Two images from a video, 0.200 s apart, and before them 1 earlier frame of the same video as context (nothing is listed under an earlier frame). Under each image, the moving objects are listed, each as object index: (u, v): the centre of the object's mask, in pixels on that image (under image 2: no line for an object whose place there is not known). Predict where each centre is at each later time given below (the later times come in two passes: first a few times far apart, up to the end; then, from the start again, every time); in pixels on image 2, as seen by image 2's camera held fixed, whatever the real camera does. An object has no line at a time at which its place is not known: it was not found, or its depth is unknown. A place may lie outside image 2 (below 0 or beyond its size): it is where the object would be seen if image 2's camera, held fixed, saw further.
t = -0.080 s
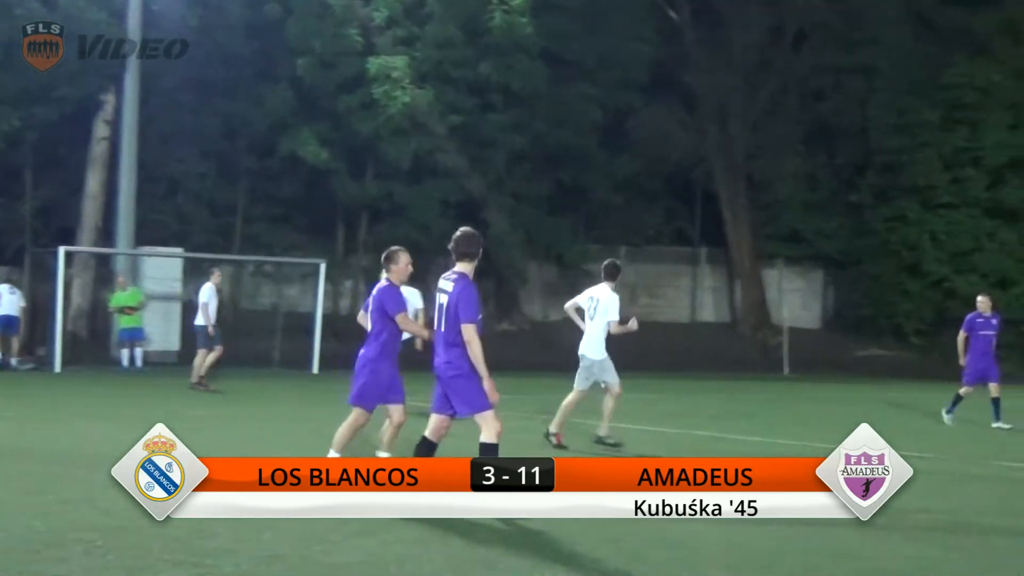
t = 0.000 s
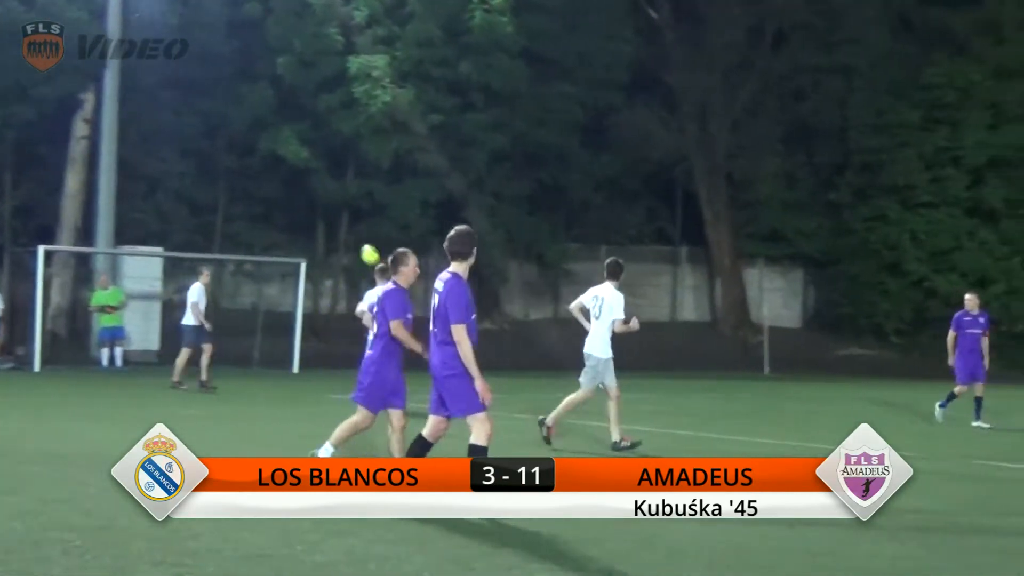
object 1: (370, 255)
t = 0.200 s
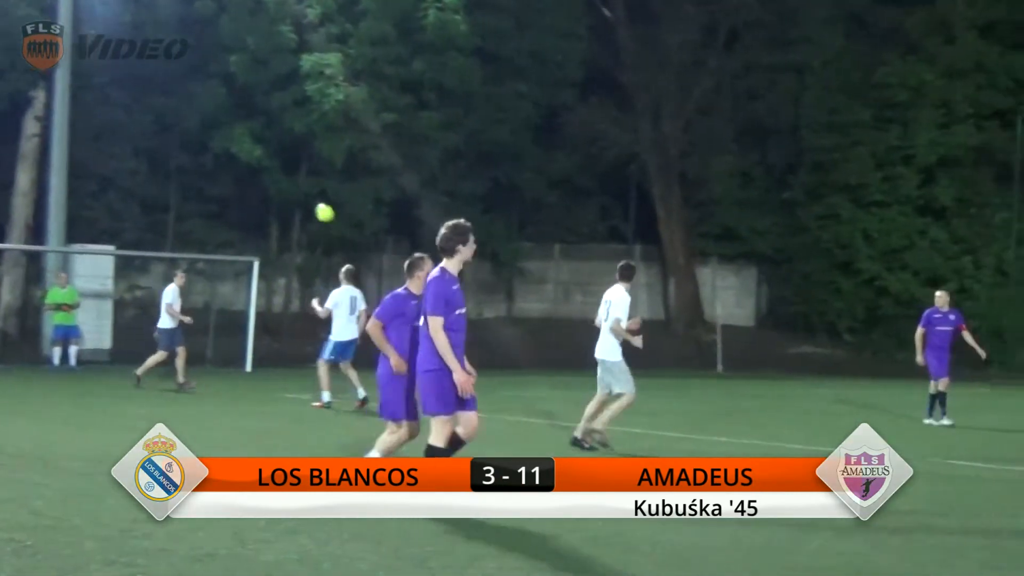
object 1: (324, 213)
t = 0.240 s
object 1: (324, 208)
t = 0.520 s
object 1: (324, 212)
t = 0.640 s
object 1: (323, 232)
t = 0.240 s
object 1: (324, 208)
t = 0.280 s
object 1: (325, 205)
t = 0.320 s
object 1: (325, 203)
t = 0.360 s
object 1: (325, 202)
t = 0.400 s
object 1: (325, 203)
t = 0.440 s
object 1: (324, 205)
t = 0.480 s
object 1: (324, 208)
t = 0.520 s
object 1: (324, 212)
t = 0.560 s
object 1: (324, 217)
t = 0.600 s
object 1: (324, 224)
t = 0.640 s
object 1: (323, 232)
